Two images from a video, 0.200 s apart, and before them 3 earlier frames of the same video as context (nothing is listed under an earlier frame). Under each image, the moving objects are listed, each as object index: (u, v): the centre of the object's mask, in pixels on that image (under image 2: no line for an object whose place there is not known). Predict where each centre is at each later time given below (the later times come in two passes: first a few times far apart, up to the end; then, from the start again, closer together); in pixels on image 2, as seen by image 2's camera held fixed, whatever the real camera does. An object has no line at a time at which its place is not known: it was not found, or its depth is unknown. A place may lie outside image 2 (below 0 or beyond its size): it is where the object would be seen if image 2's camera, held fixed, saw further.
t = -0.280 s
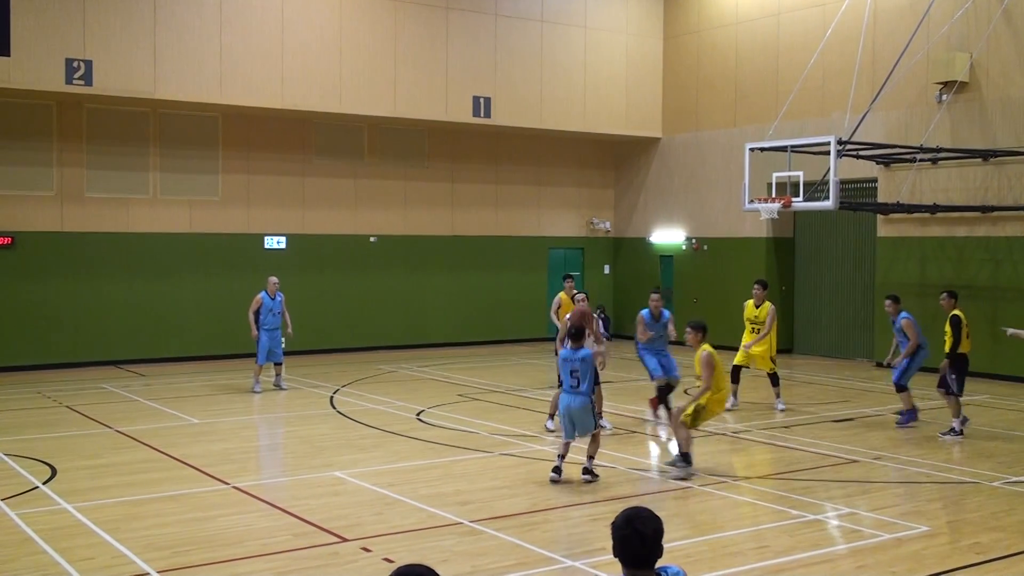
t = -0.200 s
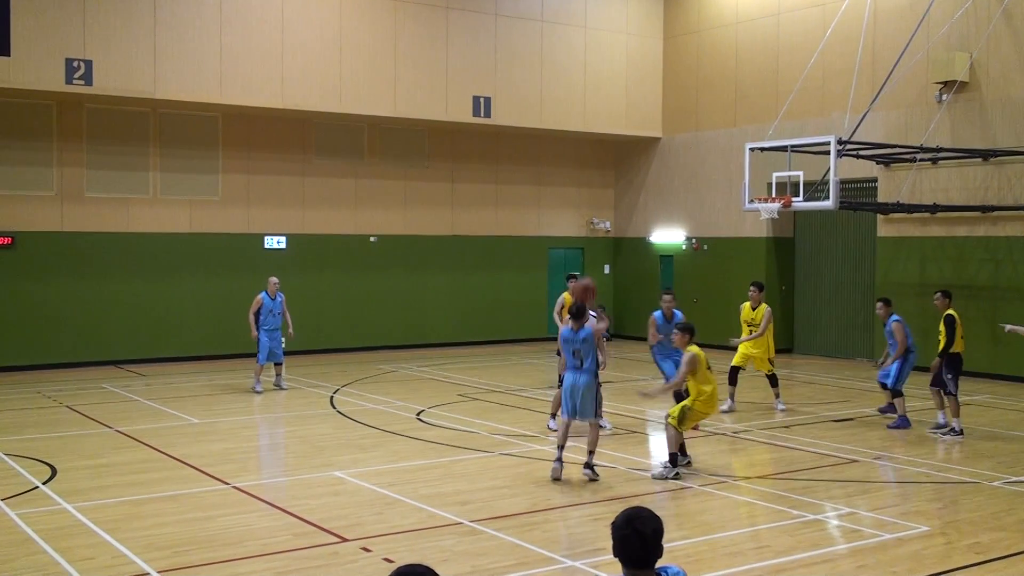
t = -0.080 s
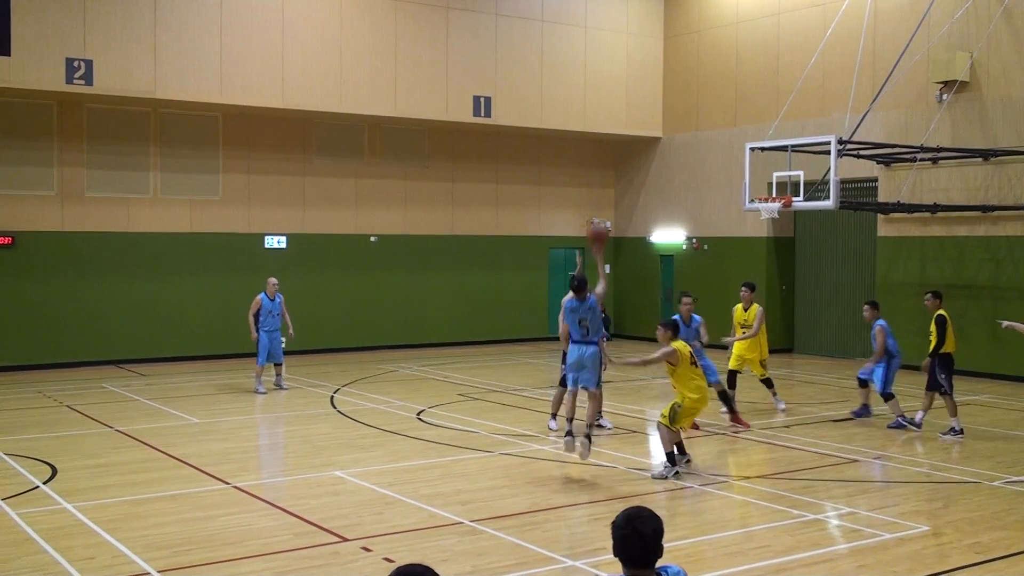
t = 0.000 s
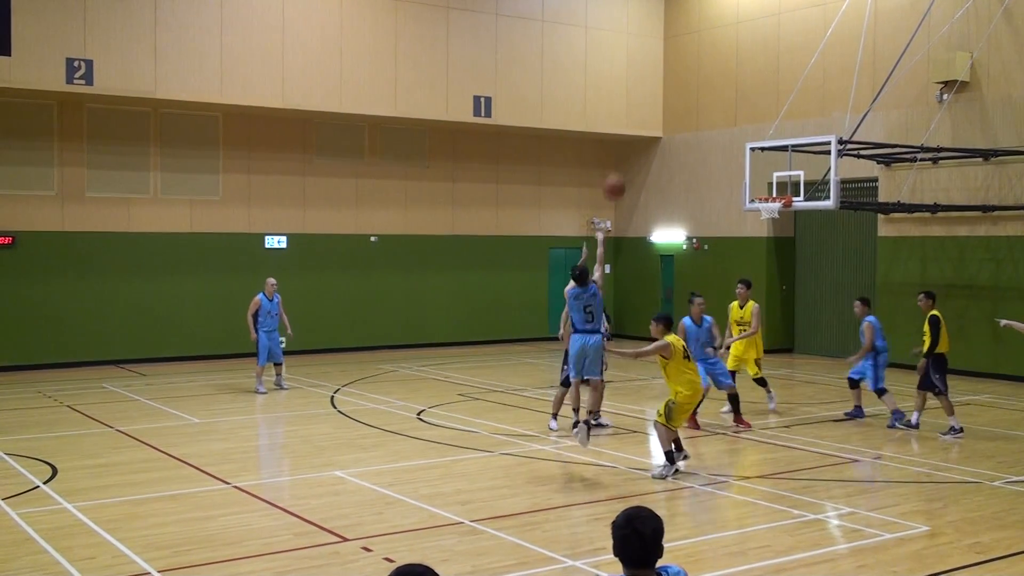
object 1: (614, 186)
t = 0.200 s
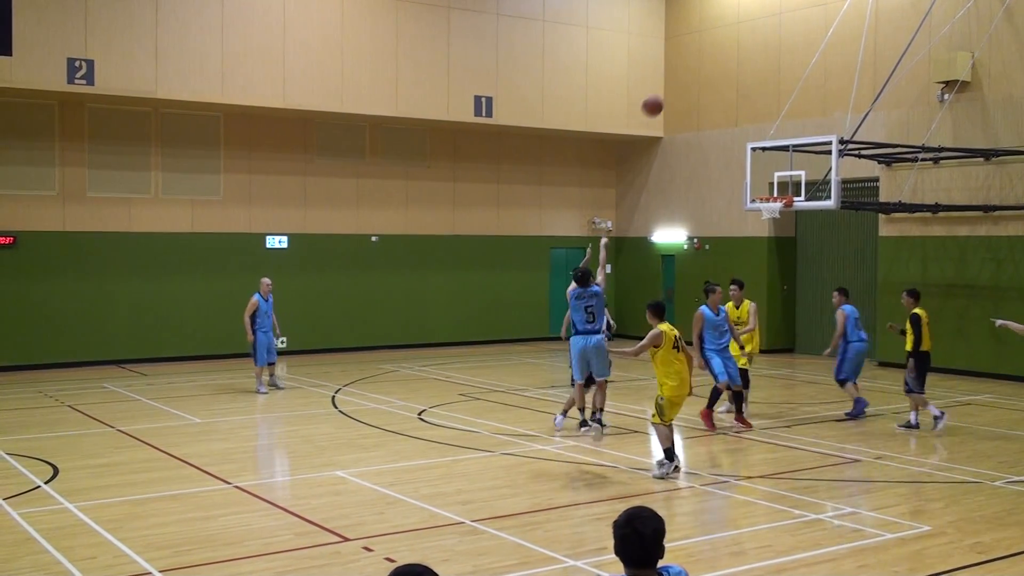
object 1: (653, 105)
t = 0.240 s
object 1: (660, 94)
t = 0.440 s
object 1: (690, 62)
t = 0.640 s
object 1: (716, 63)
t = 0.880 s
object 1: (743, 99)
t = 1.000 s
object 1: (755, 129)
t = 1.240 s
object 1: (771, 189)
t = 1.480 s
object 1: (771, 175)
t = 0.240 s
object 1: (660, 94)
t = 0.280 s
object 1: (666, 86)
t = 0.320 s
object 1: (672, 77)
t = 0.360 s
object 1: (678, 70)
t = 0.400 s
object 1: (684, 66)
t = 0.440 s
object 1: (690, 62)
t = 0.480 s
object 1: (695, 60)
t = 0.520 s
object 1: (701, 60)
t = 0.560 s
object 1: (706, 60)
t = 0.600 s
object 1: (711, 61)
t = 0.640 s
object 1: (716, 63)
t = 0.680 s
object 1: (721, 67)
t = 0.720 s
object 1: (726, 72)
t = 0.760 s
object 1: (730, 77)
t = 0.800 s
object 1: (735, 84)
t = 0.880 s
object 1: (743, 99)
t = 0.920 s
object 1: (747, 108)
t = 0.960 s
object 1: (751, 118)
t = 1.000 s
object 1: (755, 129)
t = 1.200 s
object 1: (771, 190)
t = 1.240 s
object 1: (771, 189)
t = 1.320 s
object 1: (772, 181)
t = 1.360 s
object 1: (772, 178)
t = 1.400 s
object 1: (772, 176)
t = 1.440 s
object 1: (772, 175)
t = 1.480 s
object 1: (771, 175)
